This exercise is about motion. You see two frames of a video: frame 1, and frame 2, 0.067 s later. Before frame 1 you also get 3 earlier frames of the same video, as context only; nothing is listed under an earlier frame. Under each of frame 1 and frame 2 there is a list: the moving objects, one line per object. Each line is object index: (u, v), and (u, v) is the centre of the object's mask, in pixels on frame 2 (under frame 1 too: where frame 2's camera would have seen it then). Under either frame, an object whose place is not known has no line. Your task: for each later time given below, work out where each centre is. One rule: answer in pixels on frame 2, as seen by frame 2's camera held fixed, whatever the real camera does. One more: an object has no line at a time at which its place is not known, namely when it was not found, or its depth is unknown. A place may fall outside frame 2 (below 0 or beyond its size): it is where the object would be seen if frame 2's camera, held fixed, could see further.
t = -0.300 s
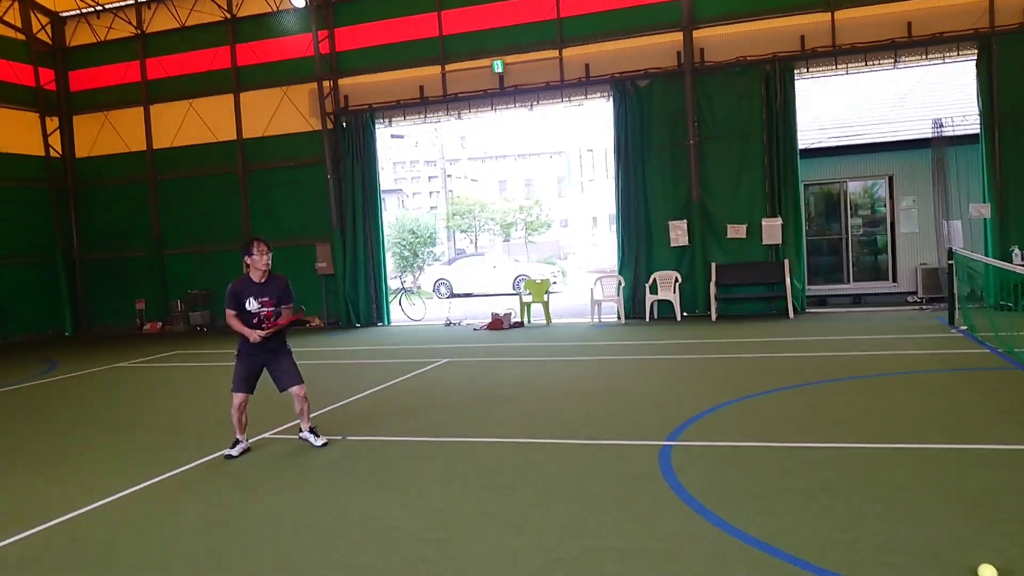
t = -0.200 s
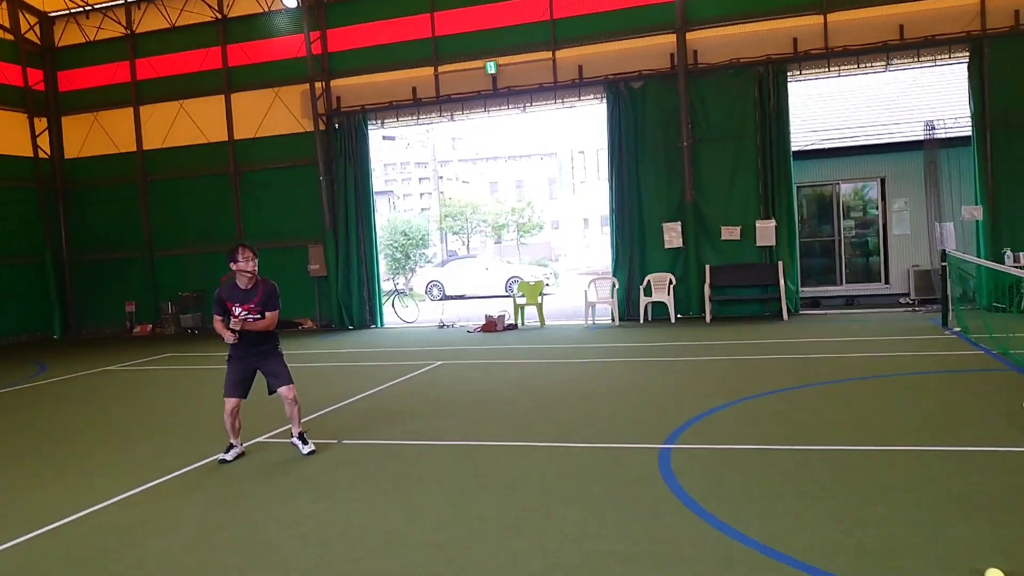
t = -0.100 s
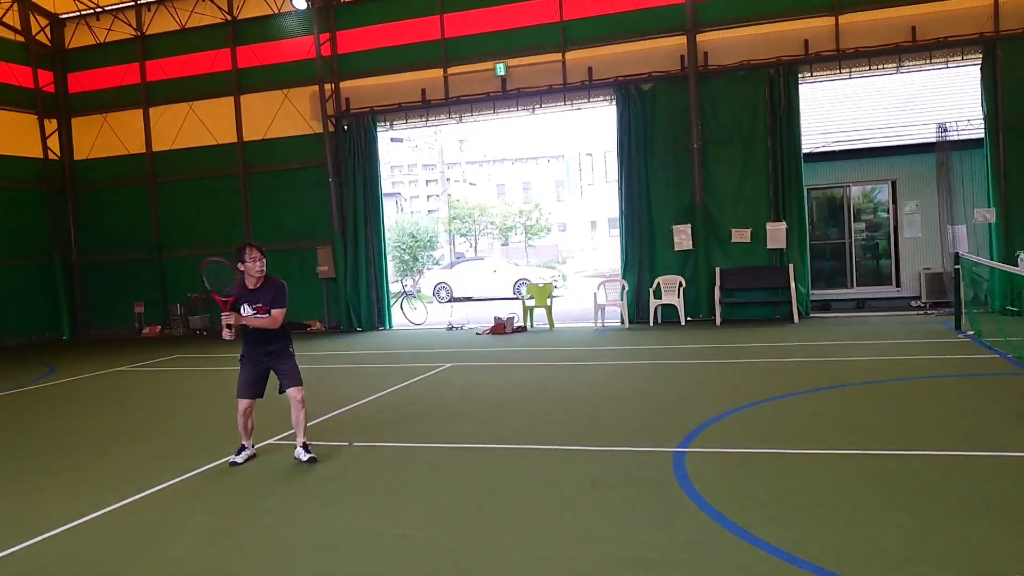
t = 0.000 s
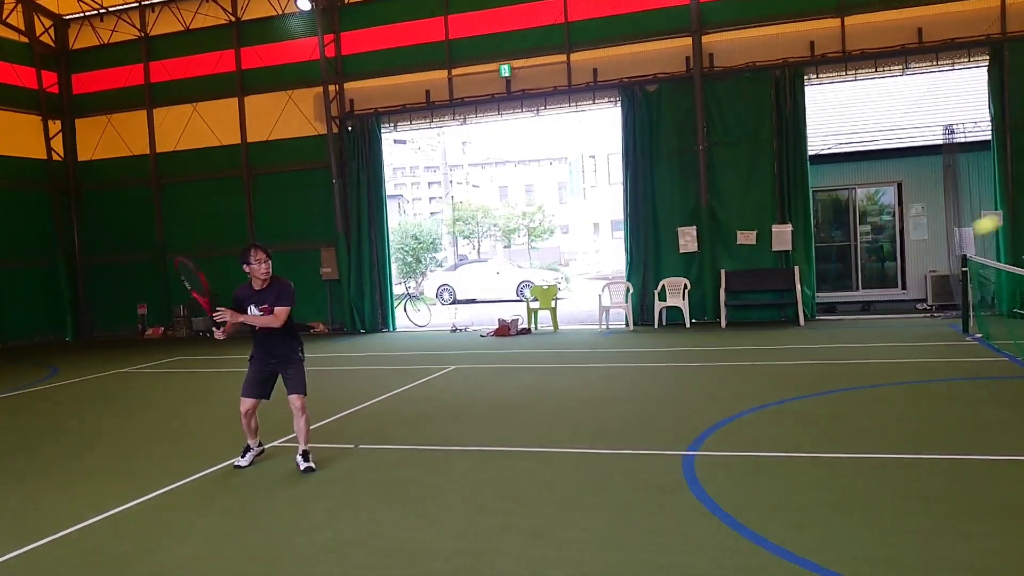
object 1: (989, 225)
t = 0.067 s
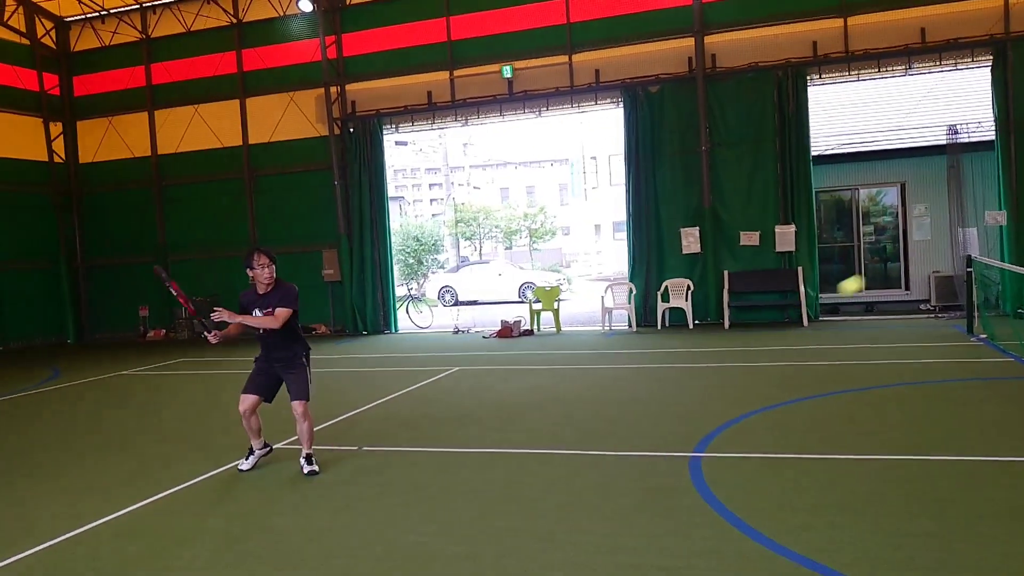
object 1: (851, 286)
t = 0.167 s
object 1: (695, 366)
